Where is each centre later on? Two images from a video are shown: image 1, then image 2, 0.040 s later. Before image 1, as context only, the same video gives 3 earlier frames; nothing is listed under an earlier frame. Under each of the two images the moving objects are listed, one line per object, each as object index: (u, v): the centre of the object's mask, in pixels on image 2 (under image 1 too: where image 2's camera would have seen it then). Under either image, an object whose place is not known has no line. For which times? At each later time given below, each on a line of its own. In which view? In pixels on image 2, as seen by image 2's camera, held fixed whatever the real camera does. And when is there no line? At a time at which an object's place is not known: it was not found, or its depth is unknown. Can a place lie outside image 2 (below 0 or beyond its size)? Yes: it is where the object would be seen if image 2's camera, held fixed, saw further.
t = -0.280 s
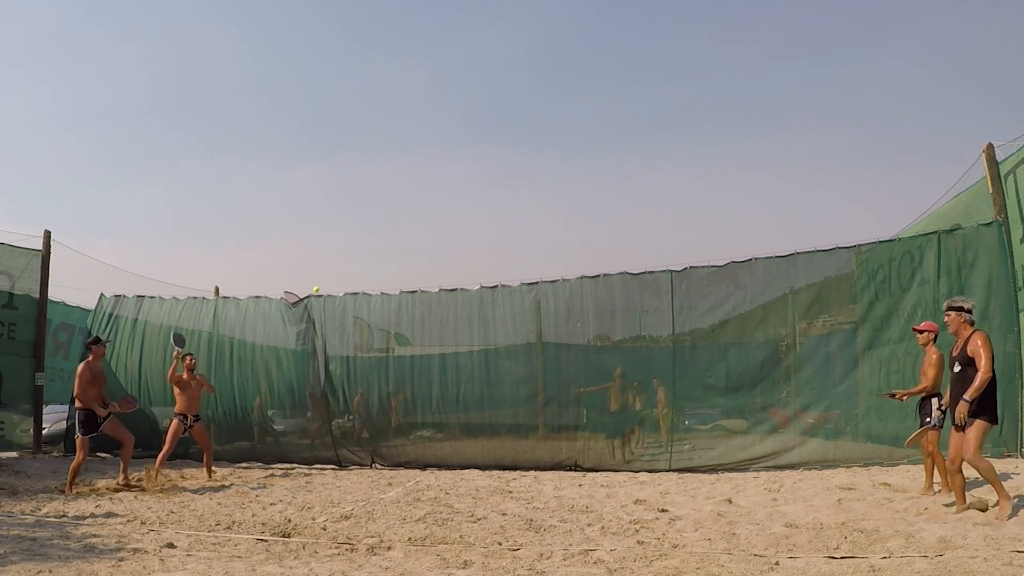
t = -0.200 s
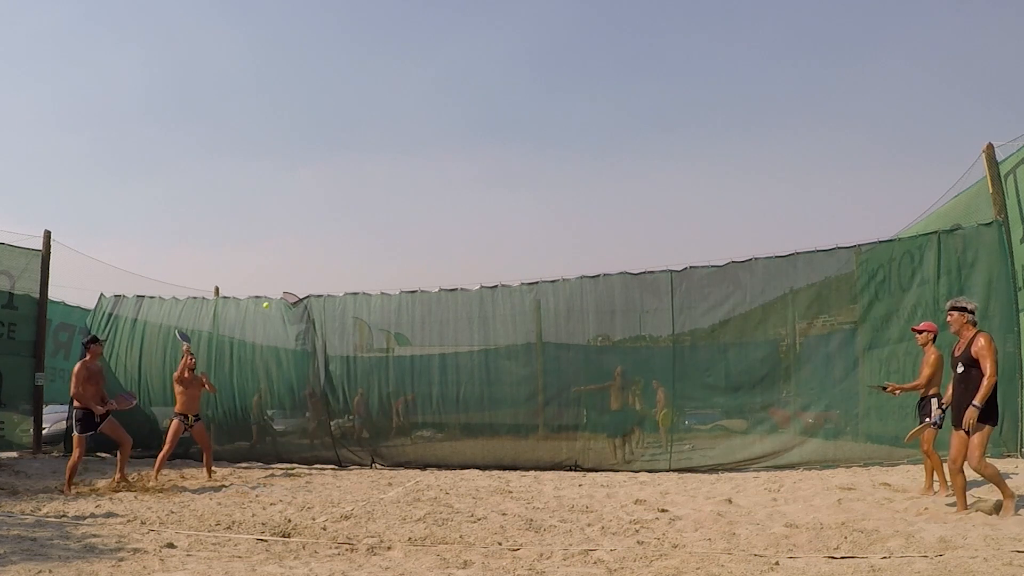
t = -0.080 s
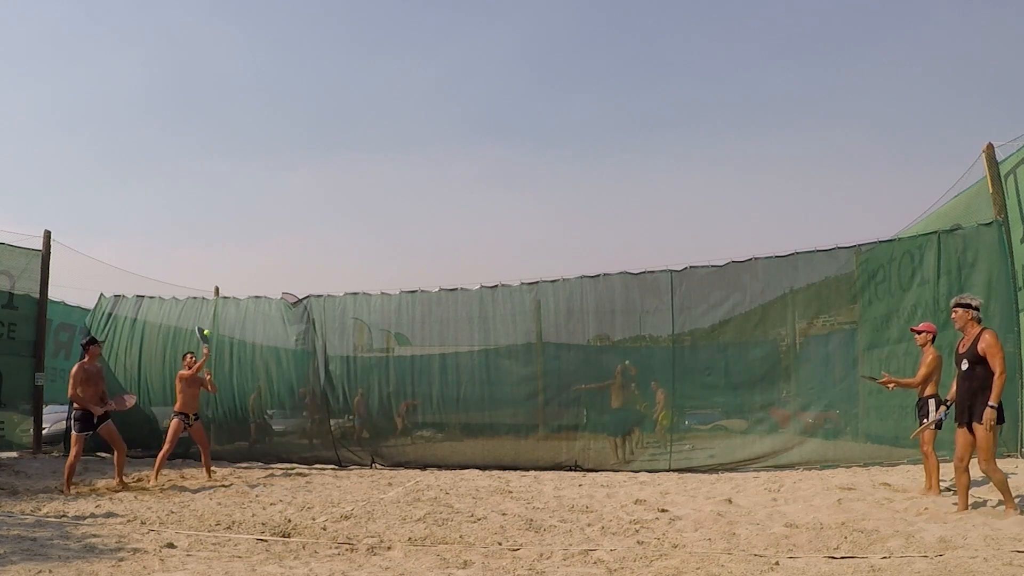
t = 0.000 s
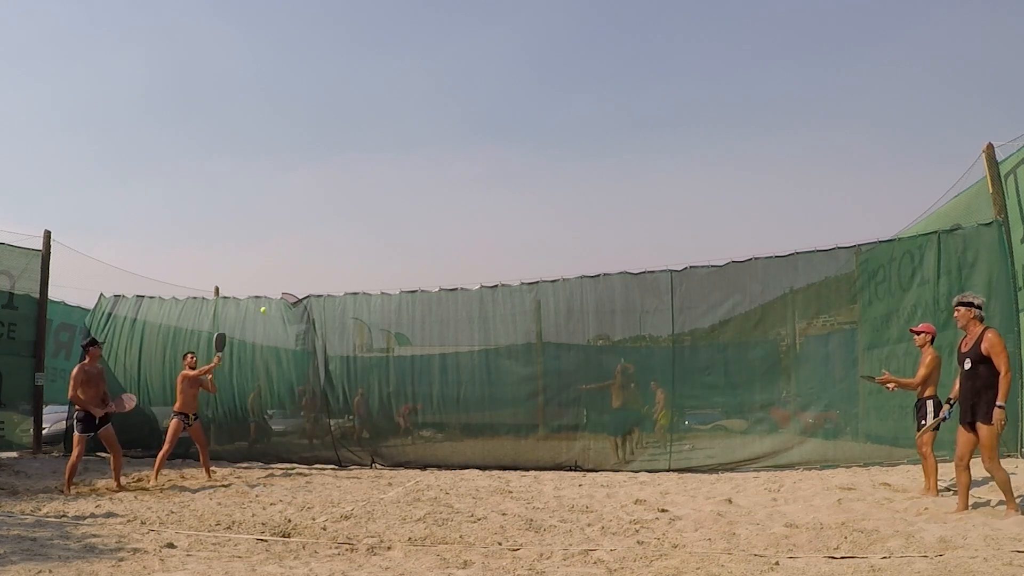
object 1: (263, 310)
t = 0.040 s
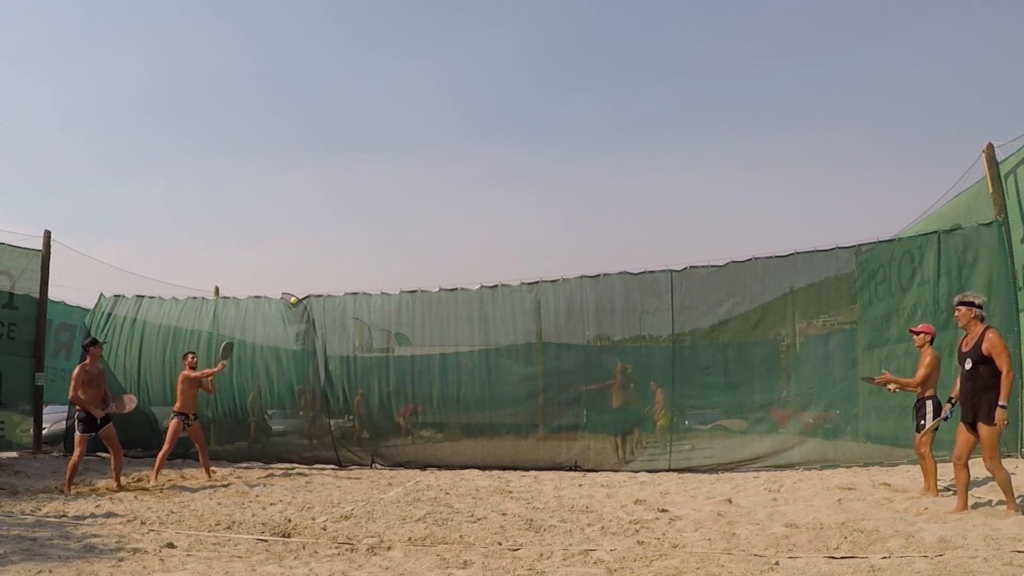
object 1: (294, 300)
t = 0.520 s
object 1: (711, 287)
